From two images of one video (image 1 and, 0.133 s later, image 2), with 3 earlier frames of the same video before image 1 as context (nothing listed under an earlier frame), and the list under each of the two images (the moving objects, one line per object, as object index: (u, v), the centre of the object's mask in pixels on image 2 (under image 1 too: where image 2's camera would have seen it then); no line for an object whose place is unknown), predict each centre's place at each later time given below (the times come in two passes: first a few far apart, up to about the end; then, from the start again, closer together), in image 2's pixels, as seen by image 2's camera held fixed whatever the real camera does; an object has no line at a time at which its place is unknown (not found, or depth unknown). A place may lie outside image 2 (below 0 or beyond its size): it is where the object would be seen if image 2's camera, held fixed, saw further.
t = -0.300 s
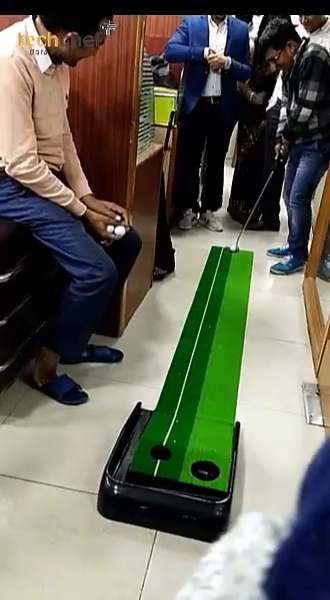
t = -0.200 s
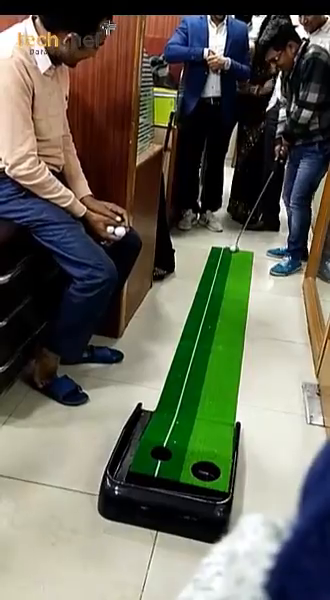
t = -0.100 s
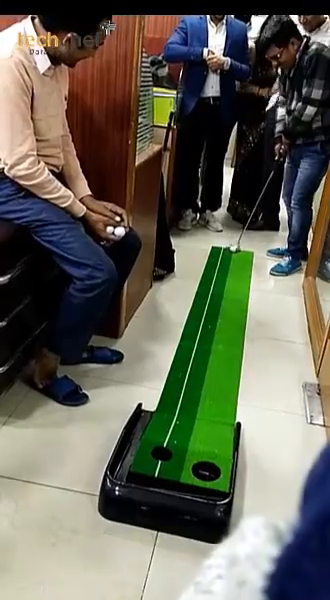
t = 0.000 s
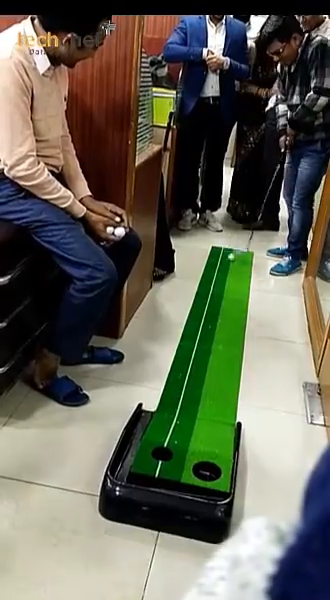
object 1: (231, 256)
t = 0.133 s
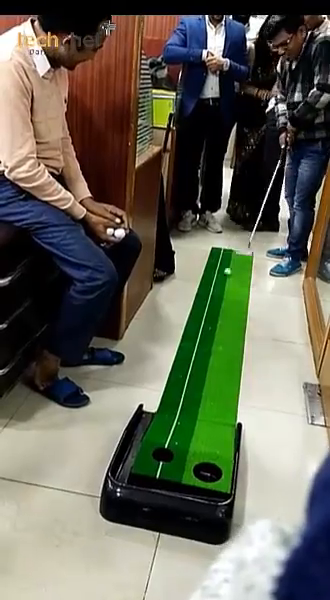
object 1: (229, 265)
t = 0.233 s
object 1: (225, 281)
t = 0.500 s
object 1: (217, 310)
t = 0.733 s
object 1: (210, 342)
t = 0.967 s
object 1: (202, 380)
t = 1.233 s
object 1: (193, 427)
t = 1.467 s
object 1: (192, 452)
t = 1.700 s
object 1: (188, 489)
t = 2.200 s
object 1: (179, 491)
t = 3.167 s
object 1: (124, 464)
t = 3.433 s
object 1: (131, 448)
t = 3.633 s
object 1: (137, 435)
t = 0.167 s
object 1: (227, 274)
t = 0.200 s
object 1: (226, 277)
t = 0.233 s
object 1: (225, 281)
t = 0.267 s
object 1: (224, 284)
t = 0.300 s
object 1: (223, 287)
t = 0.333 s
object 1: (222, 291)
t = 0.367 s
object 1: (221, 294)
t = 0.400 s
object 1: (220, 298)
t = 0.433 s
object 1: (219, 302)
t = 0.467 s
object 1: (218, 307)
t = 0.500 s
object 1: (217, 310)
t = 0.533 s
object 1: (216, 314)
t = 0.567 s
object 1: (215, 319)
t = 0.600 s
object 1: (214, 323)
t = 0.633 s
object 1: (213, 327)
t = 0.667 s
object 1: (212, 332)
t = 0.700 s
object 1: (210, 337)
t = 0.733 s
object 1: (210, 342)
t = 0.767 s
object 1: (209, 347)
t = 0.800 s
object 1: (208, 352)
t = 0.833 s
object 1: (206, 357)
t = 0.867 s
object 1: (205, 363)
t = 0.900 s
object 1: (204, 368)
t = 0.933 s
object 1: (203, 374)
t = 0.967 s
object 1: (202, 380)
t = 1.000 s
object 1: (201, 386)
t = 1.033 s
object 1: (199, 393)
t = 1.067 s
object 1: (198, 399)
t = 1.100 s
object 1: (196, 406)
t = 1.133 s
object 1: (195, 413)
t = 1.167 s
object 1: (194, 417)
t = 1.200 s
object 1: (194, 423)
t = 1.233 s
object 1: (193, 427)
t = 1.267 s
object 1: (193, 430)
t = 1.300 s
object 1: (192, 434)
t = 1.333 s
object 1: (192, 438)
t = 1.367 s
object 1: (192, 440)
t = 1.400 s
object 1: (193, 443)
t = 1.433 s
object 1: (193, 447)
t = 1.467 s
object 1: (192, 452)
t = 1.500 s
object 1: (192, 456)
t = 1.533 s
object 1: (191, 461)
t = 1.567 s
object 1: (190, 466)
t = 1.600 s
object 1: (190, 471)
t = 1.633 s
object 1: (189, 476)
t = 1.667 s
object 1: (188, 482)
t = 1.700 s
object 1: (188, 489)
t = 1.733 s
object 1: (189, 487)
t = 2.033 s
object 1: (185, 493)
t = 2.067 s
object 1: (184, 492)
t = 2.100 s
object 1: (183, 492)
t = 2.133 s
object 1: (182, 492)
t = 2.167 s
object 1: (180, 491)
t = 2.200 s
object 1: (179, 491)
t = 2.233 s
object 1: (177, 491)
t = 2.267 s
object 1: (175, 491)
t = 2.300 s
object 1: (172, 490)
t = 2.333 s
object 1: (170, 490)
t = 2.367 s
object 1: (168, 489)
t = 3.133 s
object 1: (124, 467)
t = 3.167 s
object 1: (124, 464)
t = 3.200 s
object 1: (125, 463)
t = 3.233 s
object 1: (126, 461)
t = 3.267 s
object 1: (126, 458)
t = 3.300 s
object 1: (127, 456)
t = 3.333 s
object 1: (128, 455)
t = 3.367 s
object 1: (129, 452)
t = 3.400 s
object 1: (130, 450)
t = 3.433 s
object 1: (131, 448)
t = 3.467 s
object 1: (132, 446)
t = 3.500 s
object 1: (133, 444)
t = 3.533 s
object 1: (134, 442)
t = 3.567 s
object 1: (135, 439)
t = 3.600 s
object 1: (136, 437)
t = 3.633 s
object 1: (137, 435)
